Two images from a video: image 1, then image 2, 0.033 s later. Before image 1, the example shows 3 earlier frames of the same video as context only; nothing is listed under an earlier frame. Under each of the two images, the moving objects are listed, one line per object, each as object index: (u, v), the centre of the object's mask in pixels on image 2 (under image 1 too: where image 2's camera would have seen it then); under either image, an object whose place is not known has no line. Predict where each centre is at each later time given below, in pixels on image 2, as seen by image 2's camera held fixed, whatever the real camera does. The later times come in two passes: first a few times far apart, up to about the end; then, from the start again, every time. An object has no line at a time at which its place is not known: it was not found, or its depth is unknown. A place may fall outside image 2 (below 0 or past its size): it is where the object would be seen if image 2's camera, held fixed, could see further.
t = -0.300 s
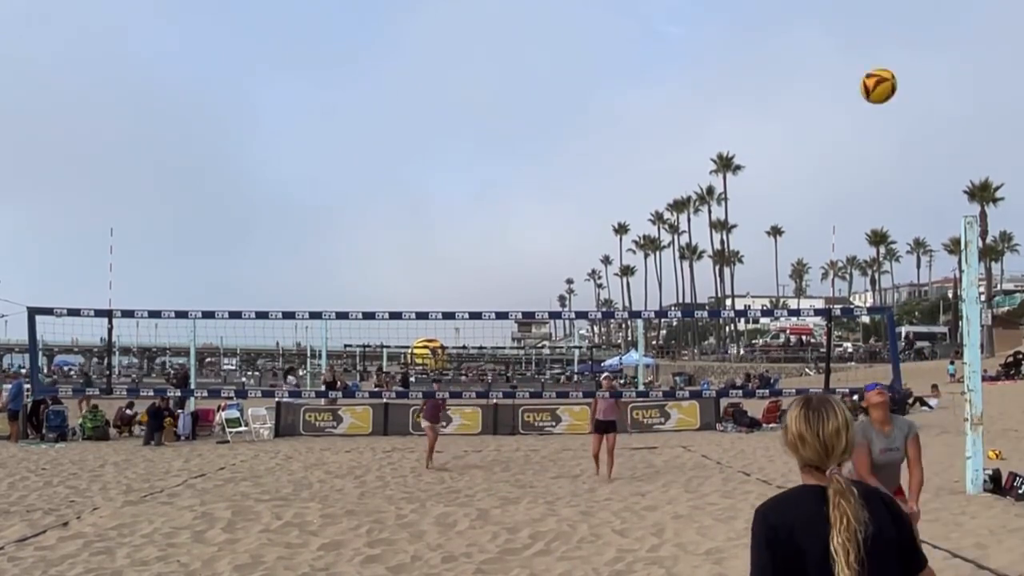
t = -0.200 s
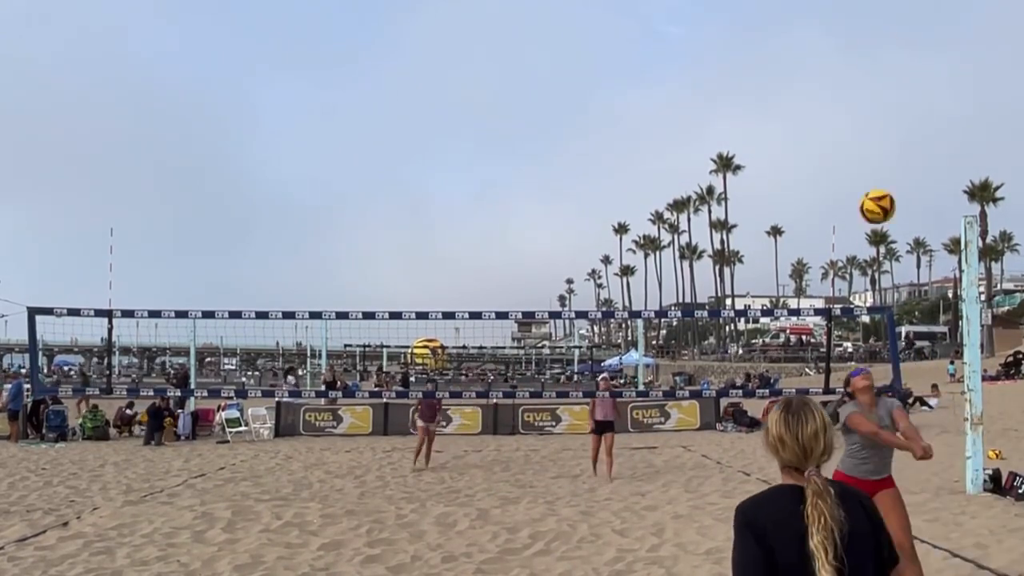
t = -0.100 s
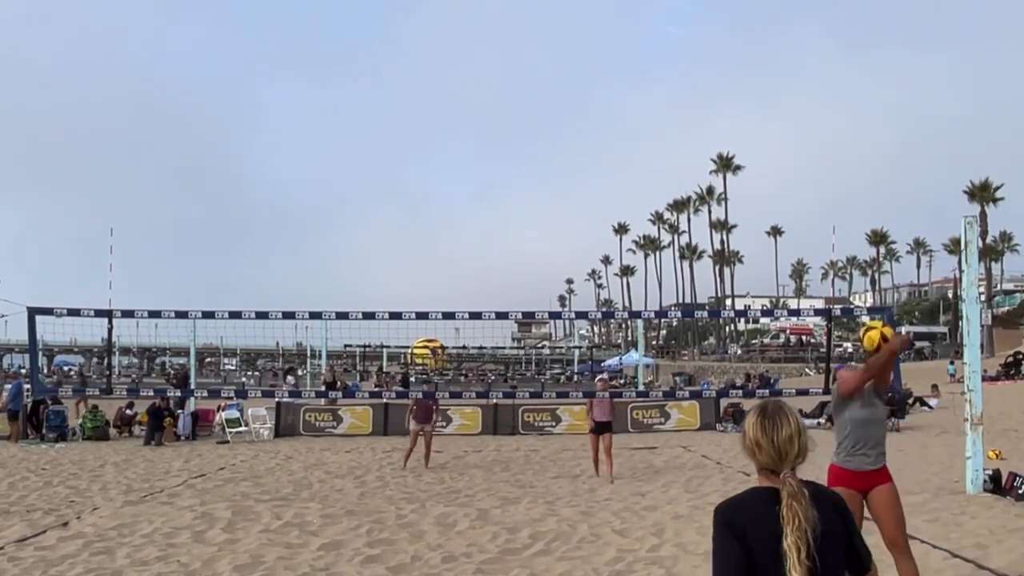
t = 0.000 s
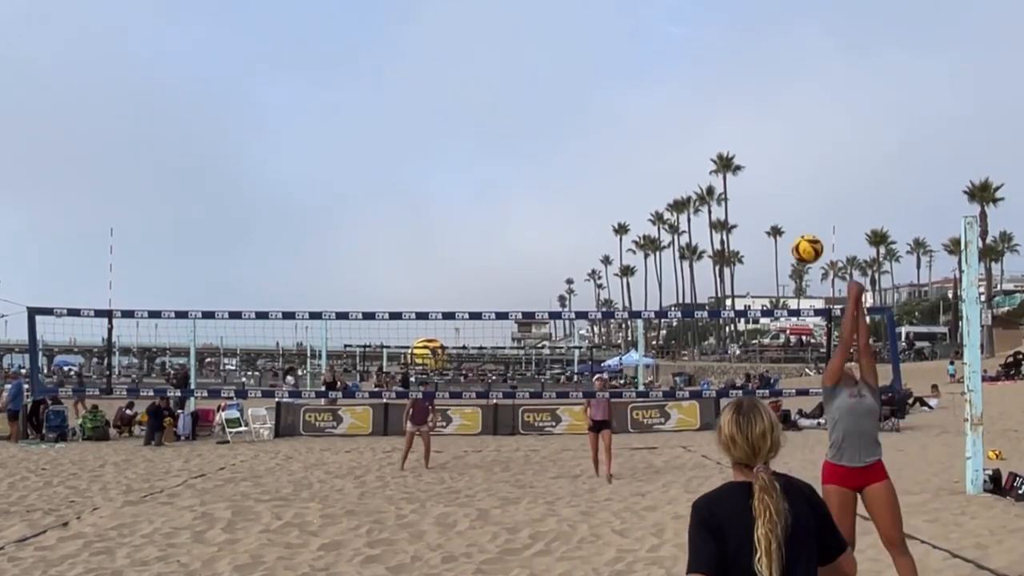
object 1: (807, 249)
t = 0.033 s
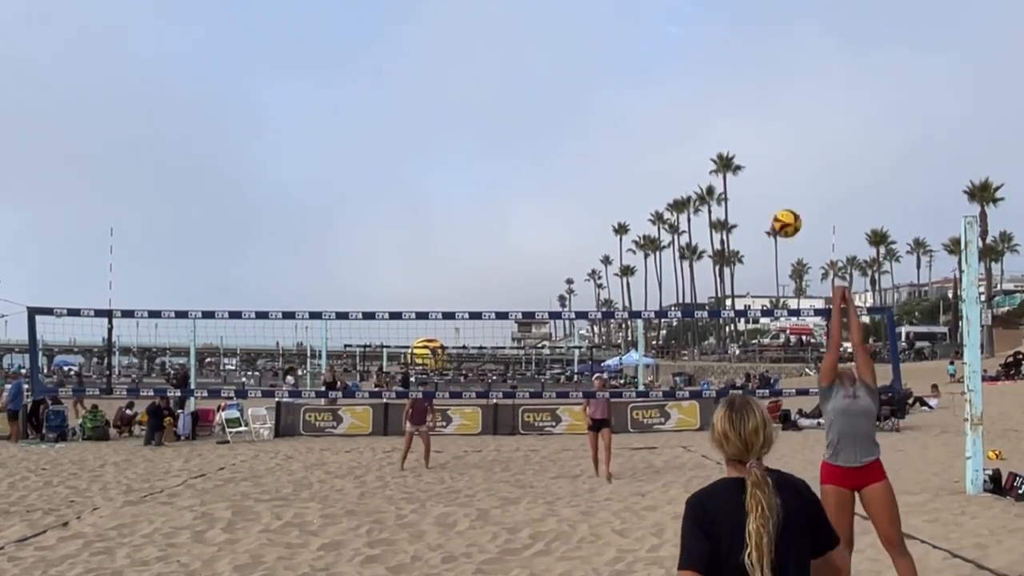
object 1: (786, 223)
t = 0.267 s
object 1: (675, 123)
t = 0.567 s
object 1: (586, 118)
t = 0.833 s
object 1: (534, 171)
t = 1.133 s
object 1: (489, 269)
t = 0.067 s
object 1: (766, 201)
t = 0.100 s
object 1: (749, 182)
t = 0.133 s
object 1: (732, 166)
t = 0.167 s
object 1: (716, 152)
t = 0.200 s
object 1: (701, 141)
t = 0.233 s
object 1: (688, 131)
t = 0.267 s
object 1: (675, 123)
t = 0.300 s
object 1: (663, 118)
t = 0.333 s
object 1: (652, 113)
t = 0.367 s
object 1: (641, 111)
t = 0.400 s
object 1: (630, 109)
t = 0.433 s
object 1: (621, 109)
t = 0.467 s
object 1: (612, 110)
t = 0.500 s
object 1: (603, 111)
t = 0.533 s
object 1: (594, 114)
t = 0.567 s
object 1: (586, 118)
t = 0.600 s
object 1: (579, 122)
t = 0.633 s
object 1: (571, 127)
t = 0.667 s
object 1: (564, 133)
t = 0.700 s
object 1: (558, 140)
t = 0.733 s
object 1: (551, 146)
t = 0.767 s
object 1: (545, 154)
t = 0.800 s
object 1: (539, 162)
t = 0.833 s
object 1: (534, 171)
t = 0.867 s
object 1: (528, 181)
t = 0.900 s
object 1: (523, 190)
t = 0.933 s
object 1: (517, 200)
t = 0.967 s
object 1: (513, 211)
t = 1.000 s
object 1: (508, 222)
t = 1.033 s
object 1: (503, 233)
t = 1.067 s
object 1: (498, 245)
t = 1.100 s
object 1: (493, 257)
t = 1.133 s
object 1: (489, 269)
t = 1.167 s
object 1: (485, 282)
